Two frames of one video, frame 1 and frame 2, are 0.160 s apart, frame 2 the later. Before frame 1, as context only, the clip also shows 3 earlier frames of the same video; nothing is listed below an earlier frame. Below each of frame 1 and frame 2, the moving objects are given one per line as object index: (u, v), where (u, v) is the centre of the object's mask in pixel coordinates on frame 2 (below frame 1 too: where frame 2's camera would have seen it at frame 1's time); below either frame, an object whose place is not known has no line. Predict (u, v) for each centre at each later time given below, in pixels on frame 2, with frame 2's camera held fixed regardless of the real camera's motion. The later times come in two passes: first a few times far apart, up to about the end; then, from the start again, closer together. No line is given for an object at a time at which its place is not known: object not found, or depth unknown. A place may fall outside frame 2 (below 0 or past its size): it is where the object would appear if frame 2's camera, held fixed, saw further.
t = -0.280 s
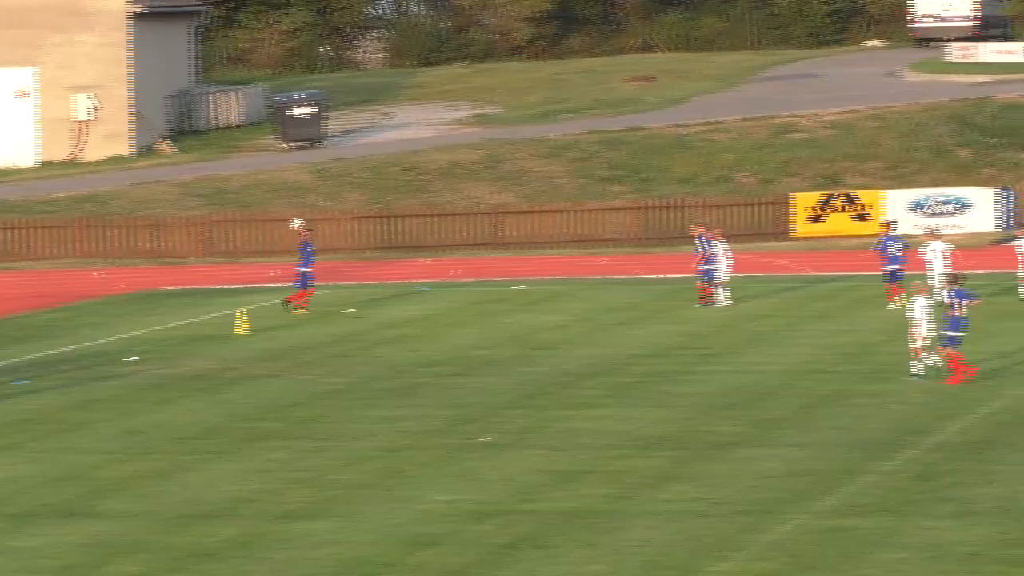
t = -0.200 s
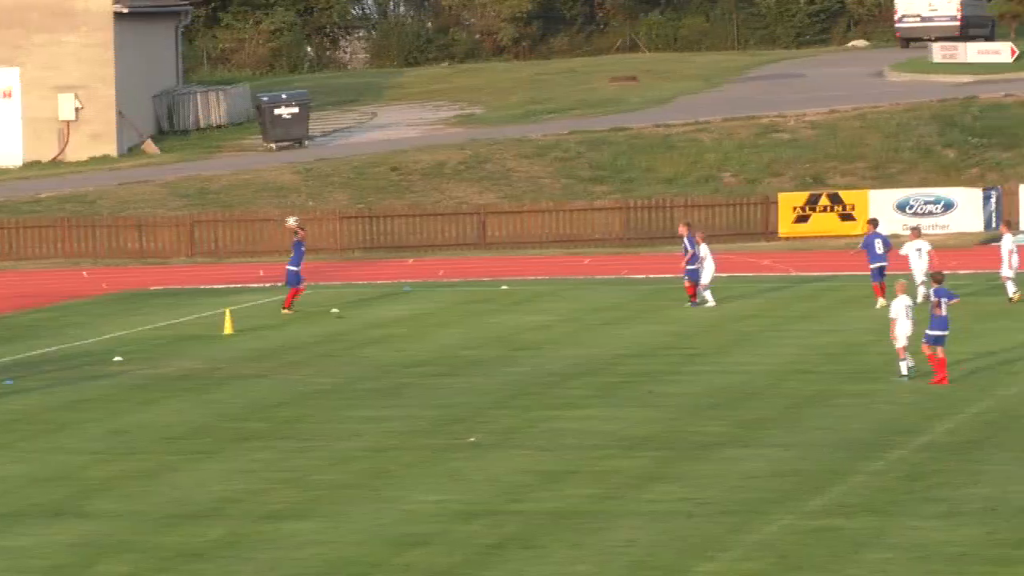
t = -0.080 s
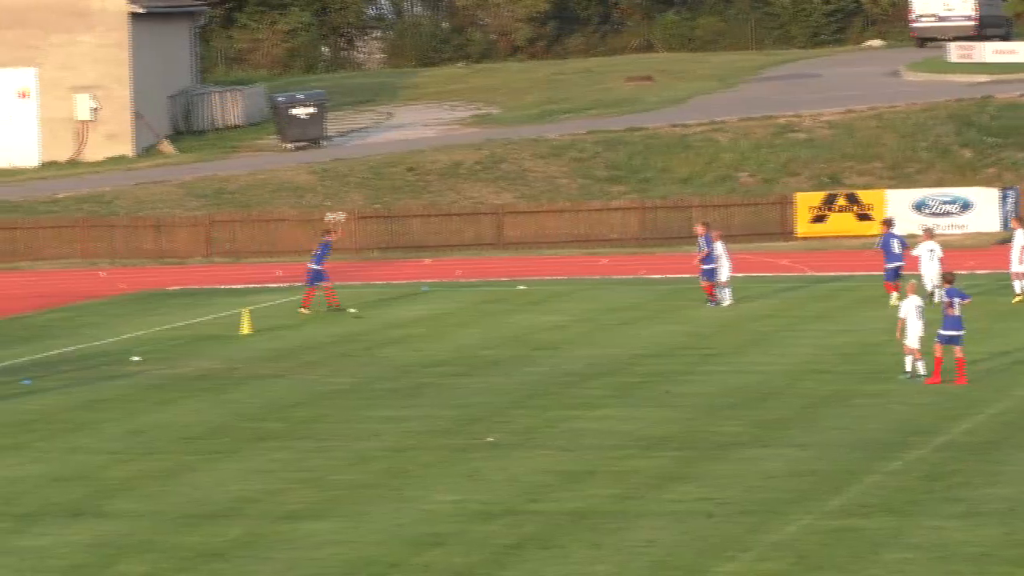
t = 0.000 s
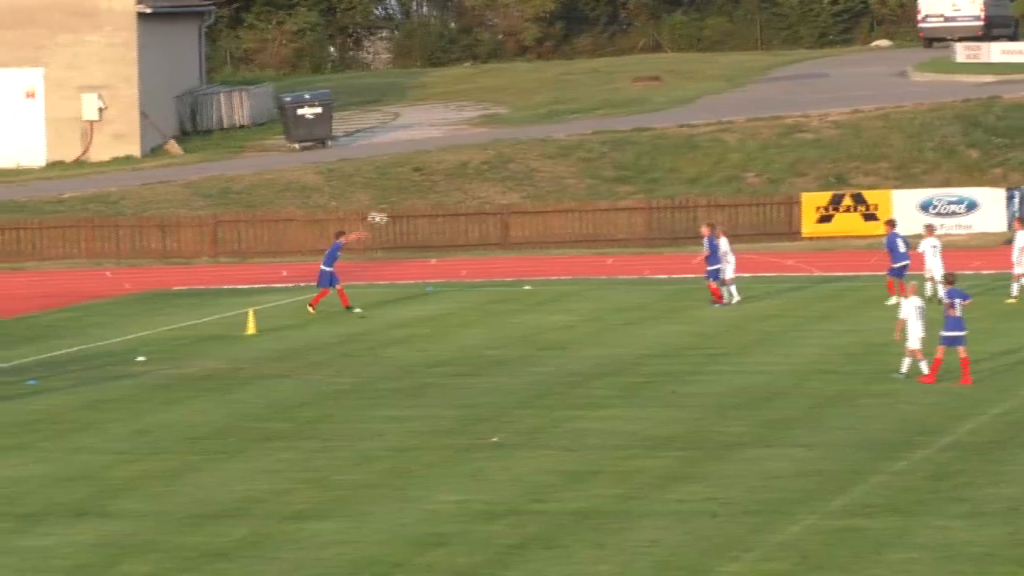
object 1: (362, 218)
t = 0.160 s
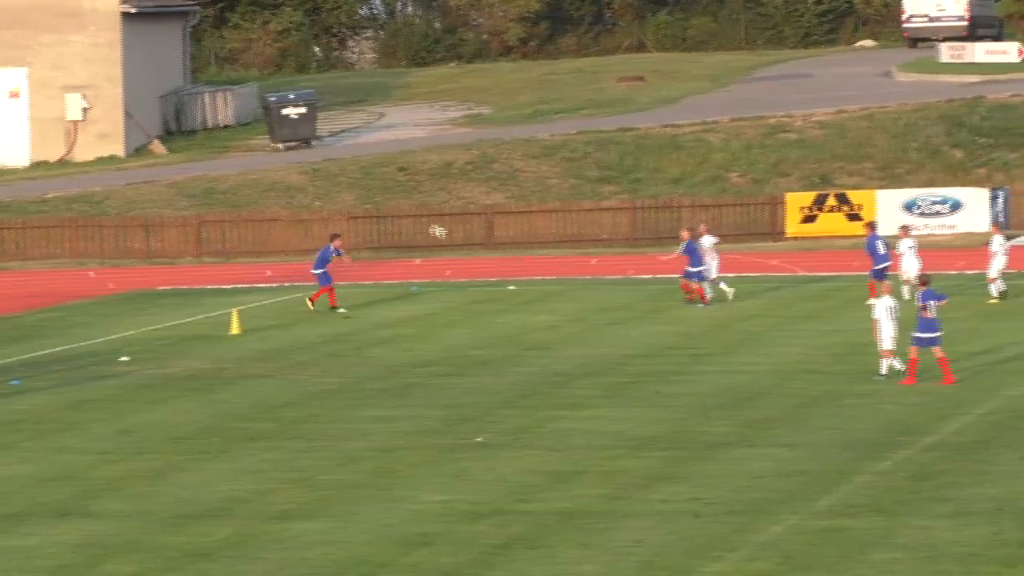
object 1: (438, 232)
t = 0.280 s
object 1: (492, 250)
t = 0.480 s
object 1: (582, 300)
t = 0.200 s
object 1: (457, 237)
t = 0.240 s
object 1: (475, 244)
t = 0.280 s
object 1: (492, 250)
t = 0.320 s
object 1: (512, 259)
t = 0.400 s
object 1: (547, 279)
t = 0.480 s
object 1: (582, 300)
